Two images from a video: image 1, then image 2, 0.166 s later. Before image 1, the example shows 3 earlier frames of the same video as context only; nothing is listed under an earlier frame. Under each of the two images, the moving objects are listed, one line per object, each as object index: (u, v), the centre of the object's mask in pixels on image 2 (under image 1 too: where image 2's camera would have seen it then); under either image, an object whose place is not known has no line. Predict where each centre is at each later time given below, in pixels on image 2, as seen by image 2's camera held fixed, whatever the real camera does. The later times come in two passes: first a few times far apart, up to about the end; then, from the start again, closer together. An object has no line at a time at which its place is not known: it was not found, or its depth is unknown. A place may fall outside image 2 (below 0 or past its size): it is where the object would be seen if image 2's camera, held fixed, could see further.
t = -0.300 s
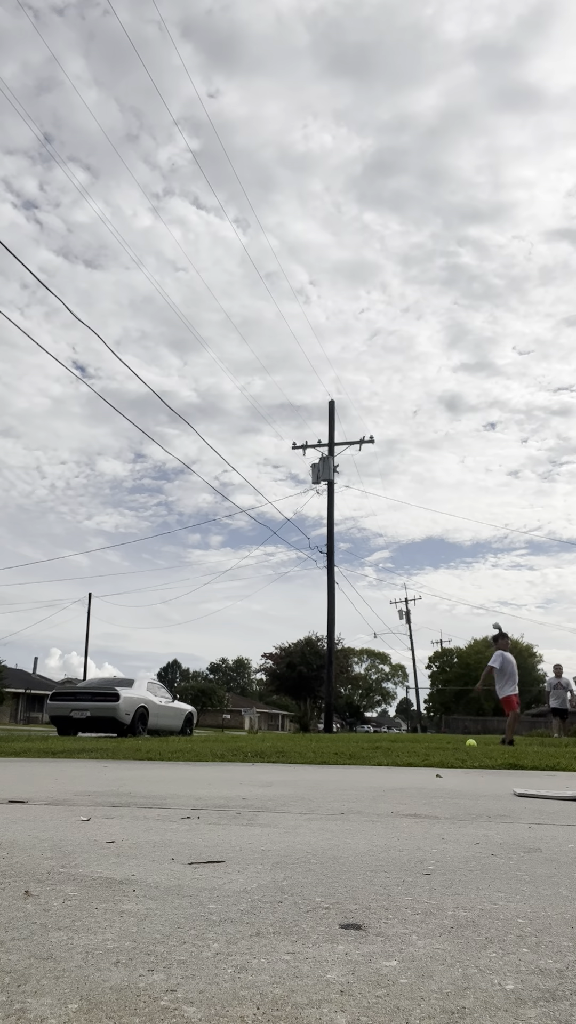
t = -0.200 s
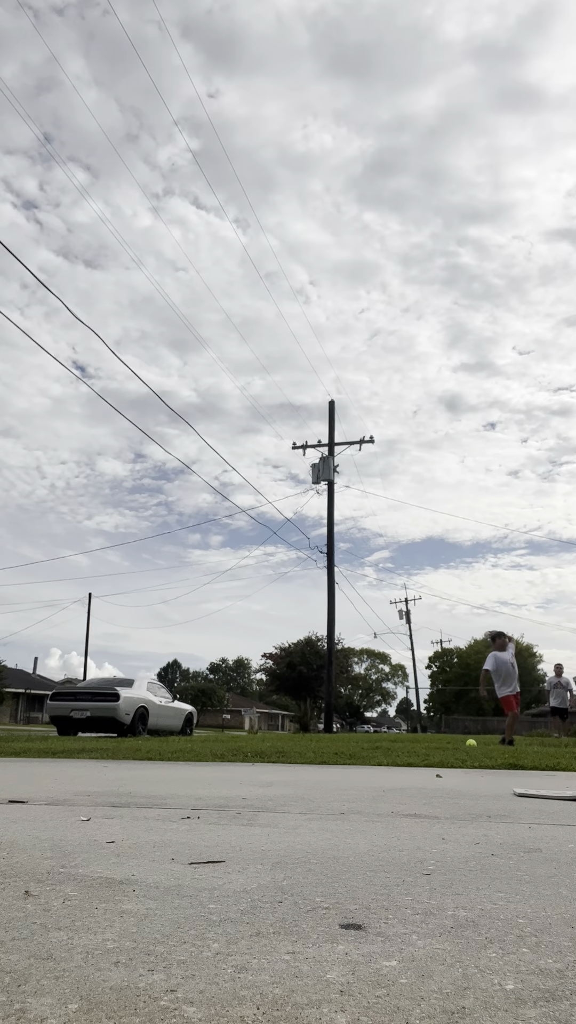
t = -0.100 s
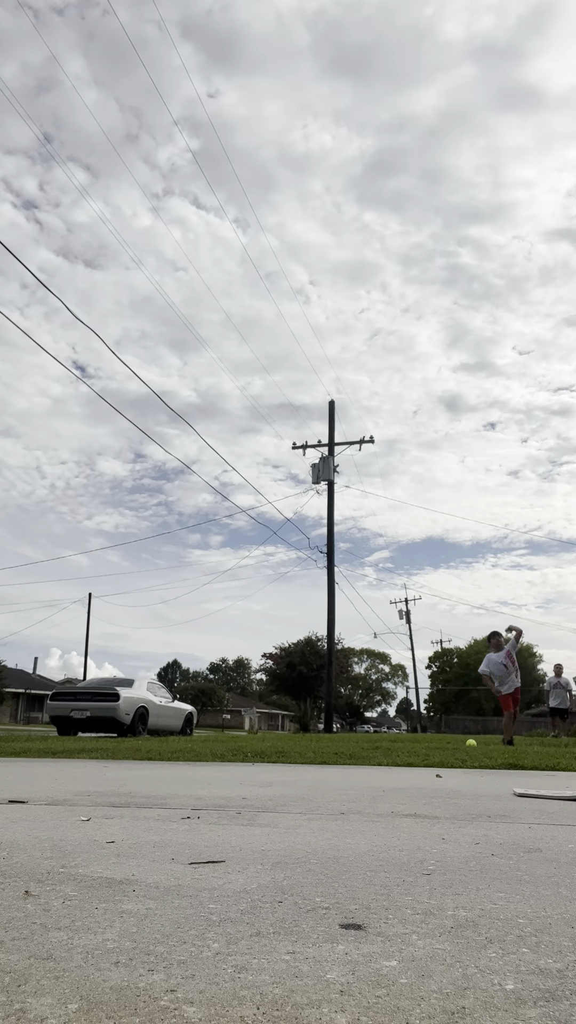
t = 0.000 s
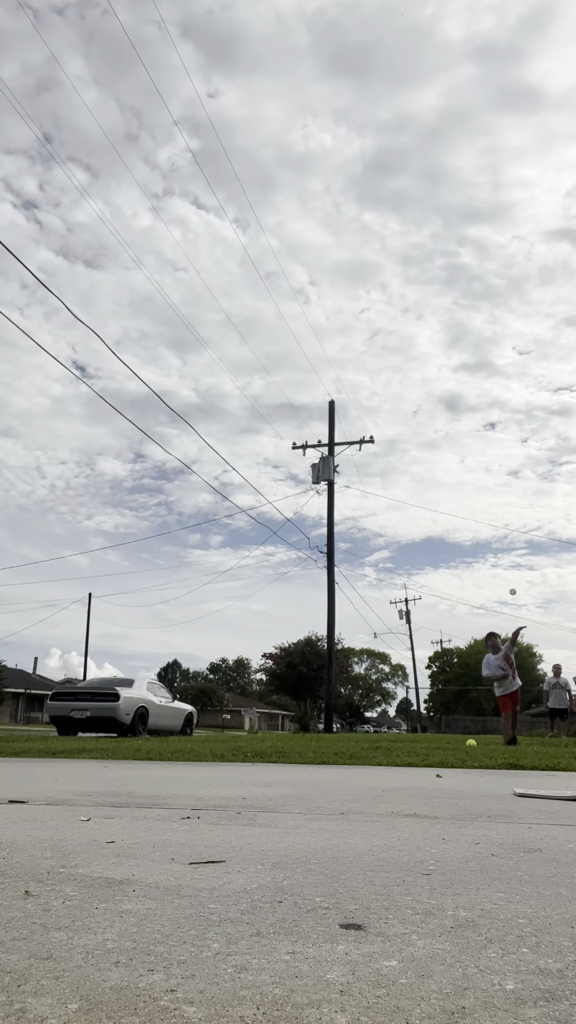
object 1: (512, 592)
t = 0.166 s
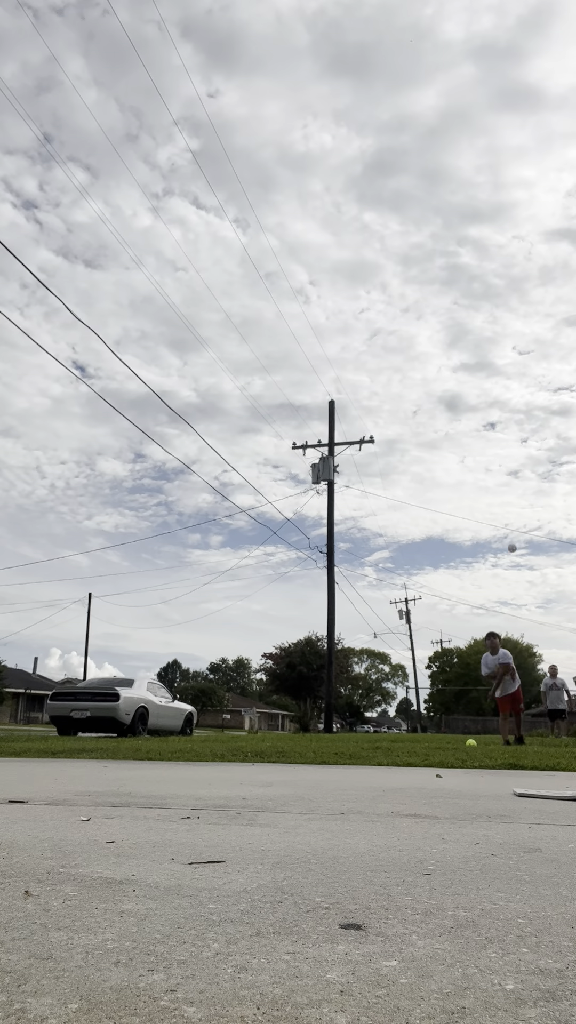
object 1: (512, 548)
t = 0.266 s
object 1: (511, 532)
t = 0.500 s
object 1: (509, 552)
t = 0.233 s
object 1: (512, 536)
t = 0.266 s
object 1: (511, 532)
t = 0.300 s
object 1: (511, 529)
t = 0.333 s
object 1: (511, 528)
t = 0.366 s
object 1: (511, 528)
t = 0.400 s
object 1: (511, 530)
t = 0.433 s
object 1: (510, 535)
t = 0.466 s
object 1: (510, 542)
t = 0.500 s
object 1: (509, 552)
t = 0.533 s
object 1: (509, 566)
